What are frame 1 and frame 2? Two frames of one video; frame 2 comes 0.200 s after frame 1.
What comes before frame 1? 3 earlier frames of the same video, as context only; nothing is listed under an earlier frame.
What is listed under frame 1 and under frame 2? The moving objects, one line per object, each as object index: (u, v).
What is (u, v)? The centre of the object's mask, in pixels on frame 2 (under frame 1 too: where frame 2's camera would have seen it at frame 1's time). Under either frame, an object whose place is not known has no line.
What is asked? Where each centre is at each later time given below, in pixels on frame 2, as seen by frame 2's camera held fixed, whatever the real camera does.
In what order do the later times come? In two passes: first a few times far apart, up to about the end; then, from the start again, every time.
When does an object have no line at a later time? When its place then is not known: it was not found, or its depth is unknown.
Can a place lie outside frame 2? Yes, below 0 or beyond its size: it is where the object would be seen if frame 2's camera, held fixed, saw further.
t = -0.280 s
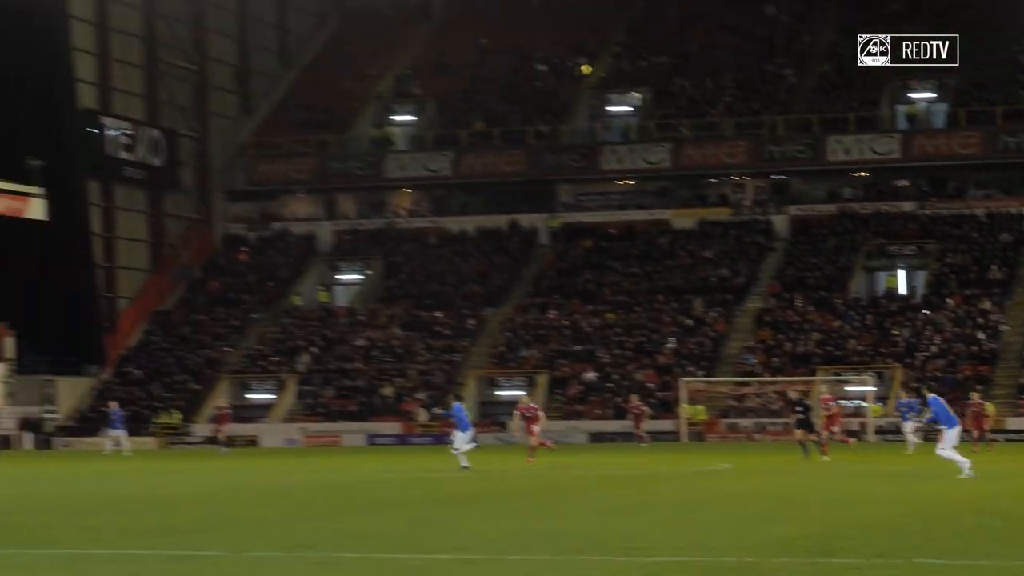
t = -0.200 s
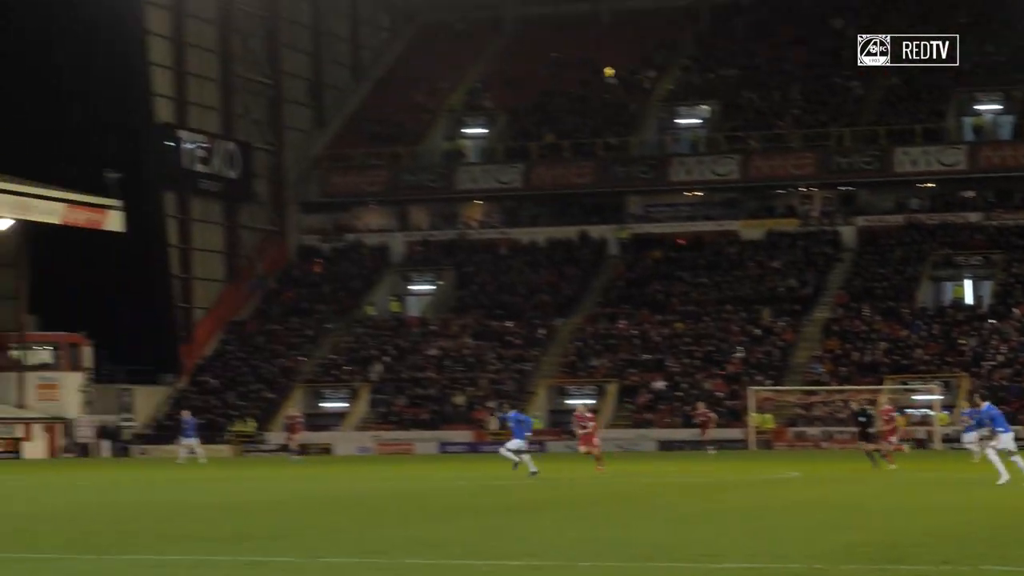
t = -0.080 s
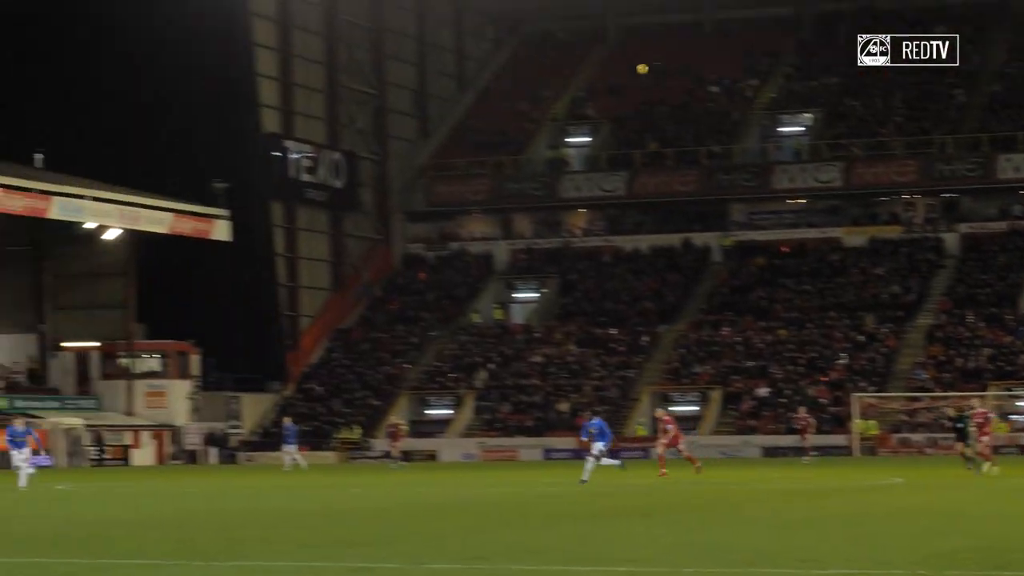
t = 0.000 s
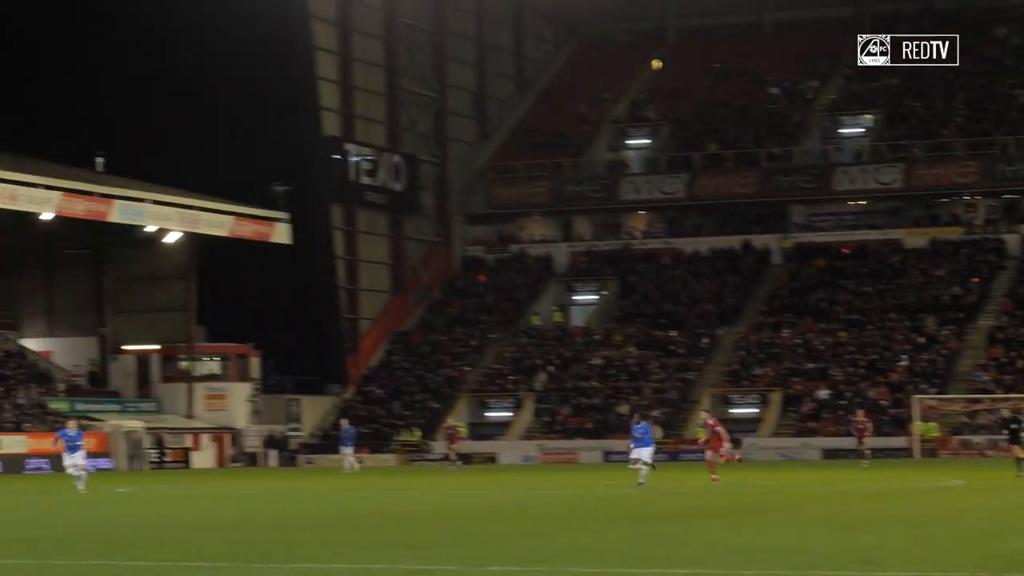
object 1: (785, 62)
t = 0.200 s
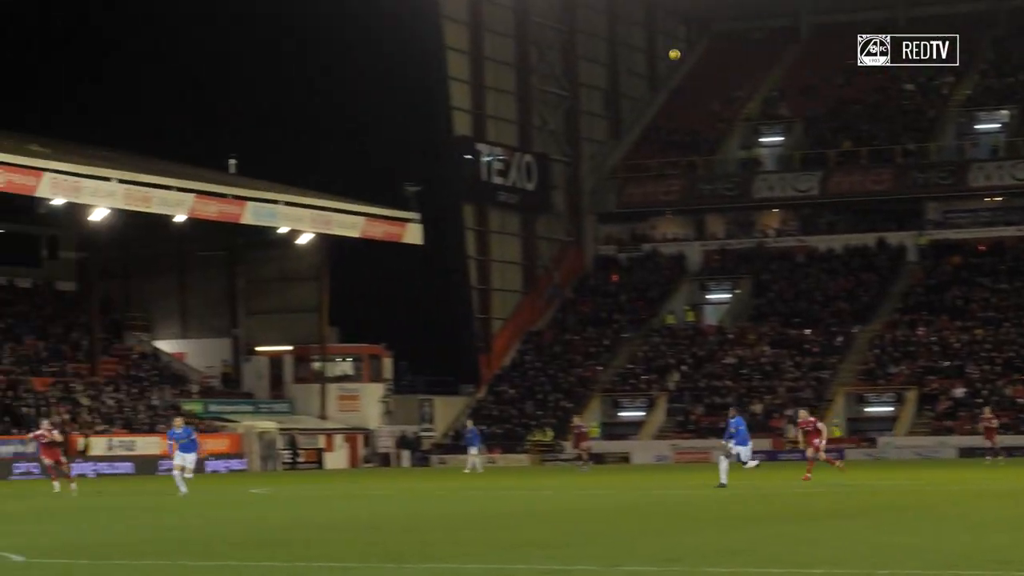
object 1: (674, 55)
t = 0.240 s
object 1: (651, 55)
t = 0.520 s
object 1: (492, 73)
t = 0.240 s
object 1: (651, 55)
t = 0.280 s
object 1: (628, 56)
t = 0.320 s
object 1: (605, 57)
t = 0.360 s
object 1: (582, 60)
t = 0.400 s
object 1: (559, 62)
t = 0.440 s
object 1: (537, 65)
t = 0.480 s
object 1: (514, 69)
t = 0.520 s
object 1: (492, 73)
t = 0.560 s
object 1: (469, 77)
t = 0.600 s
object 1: (446, 83)
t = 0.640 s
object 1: (423, 88)
